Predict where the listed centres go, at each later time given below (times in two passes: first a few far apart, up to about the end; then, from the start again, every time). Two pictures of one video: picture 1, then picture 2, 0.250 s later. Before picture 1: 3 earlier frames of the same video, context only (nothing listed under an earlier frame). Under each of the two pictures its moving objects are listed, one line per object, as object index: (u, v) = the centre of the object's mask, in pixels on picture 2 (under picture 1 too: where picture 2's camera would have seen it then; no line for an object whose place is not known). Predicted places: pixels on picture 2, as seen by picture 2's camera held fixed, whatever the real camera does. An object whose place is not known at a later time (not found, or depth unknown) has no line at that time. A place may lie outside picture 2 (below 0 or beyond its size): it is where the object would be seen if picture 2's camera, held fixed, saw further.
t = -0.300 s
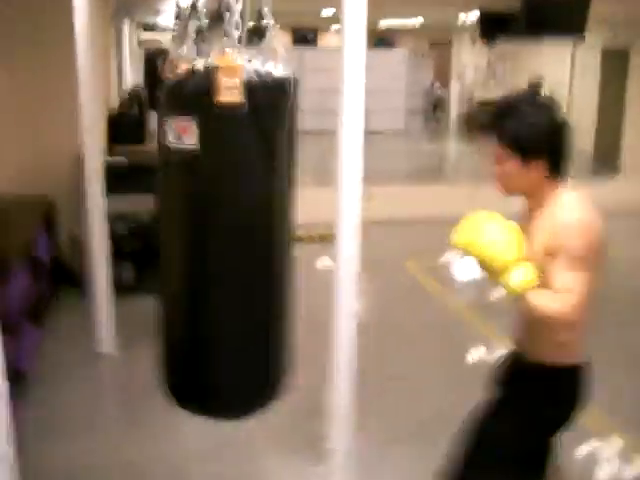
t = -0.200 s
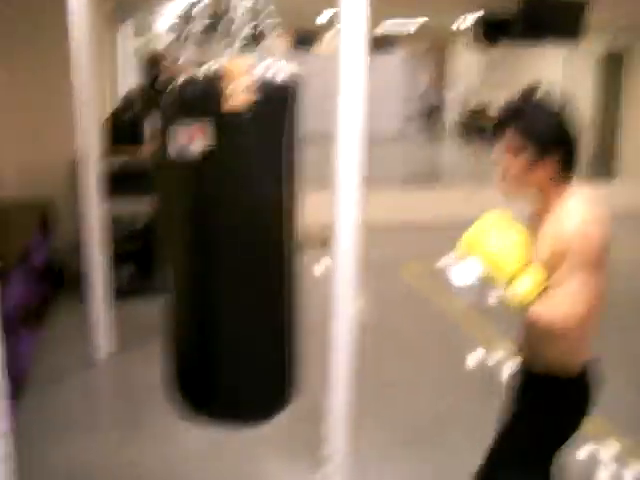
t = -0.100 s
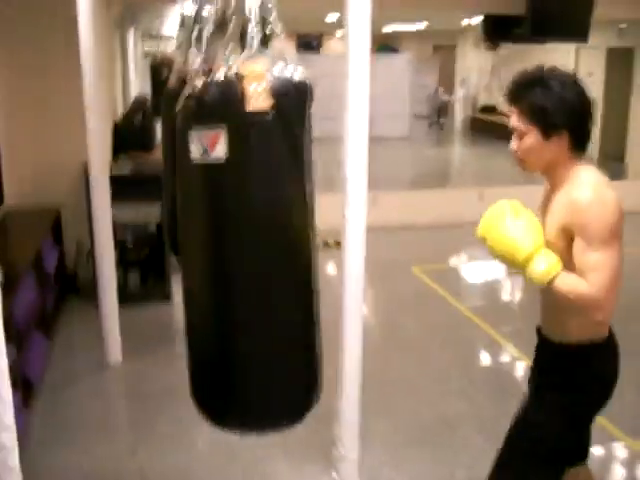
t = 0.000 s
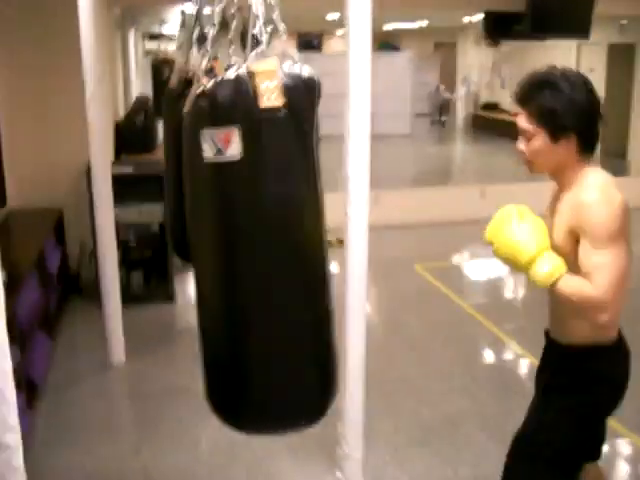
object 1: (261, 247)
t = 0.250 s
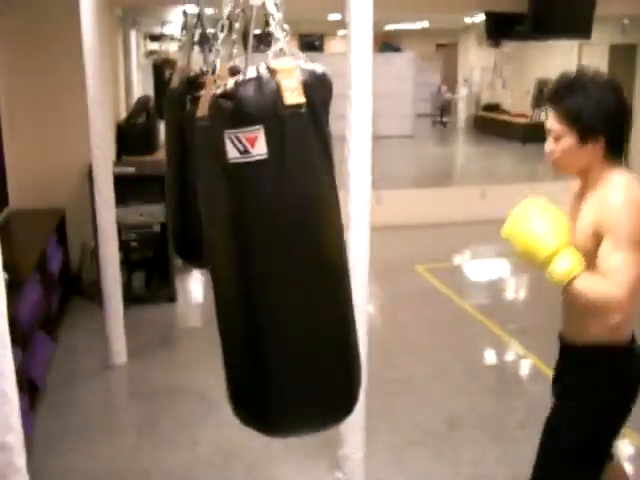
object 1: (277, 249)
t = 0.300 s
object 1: (276, 247)
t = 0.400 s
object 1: (277, 245)
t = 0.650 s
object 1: (269, 244)
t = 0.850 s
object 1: (251, 239)
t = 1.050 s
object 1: (236, 238)
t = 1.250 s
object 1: (227, 235)
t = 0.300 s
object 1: (276, 247)
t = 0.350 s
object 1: (279, 249)
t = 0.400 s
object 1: (277, 245)
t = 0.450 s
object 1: (276, 245)
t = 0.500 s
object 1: (277, 246)
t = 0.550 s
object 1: (274, 245)
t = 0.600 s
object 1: (272, 245)
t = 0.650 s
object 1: (269, 244)
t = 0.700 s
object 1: (267, 246)
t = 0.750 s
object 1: (263, 245)
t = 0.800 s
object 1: (258, 243)
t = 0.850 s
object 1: (251, 239)
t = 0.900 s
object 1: (246, 238)
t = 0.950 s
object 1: (244, 239)
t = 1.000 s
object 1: (240, 237)
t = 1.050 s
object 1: (236, 238)
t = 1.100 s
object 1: (234, 238)
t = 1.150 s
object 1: (231, 236)
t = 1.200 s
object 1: (229, 237)
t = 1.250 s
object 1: (227, 235)
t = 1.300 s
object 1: (225, 235)
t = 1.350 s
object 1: (225, 236)
